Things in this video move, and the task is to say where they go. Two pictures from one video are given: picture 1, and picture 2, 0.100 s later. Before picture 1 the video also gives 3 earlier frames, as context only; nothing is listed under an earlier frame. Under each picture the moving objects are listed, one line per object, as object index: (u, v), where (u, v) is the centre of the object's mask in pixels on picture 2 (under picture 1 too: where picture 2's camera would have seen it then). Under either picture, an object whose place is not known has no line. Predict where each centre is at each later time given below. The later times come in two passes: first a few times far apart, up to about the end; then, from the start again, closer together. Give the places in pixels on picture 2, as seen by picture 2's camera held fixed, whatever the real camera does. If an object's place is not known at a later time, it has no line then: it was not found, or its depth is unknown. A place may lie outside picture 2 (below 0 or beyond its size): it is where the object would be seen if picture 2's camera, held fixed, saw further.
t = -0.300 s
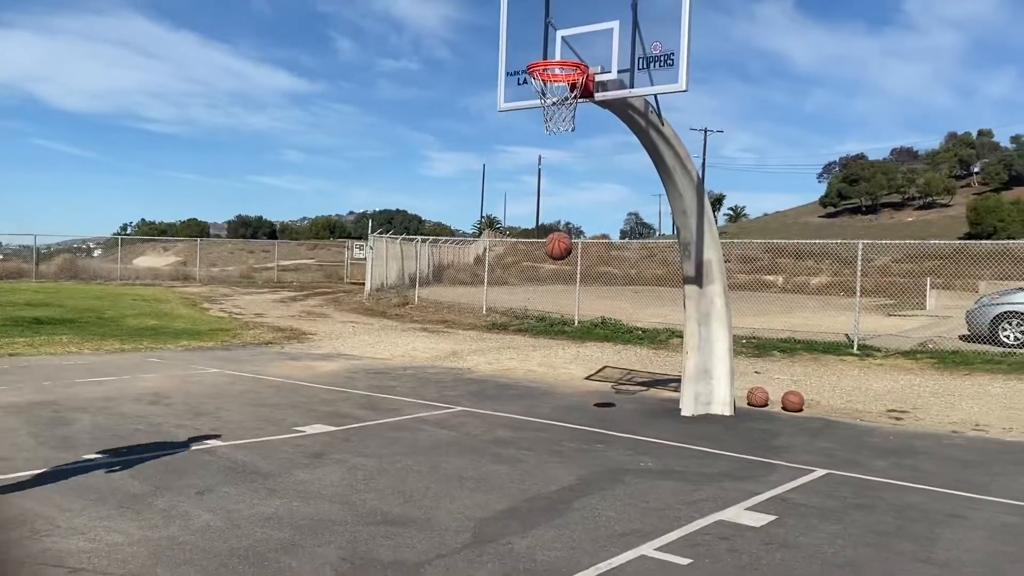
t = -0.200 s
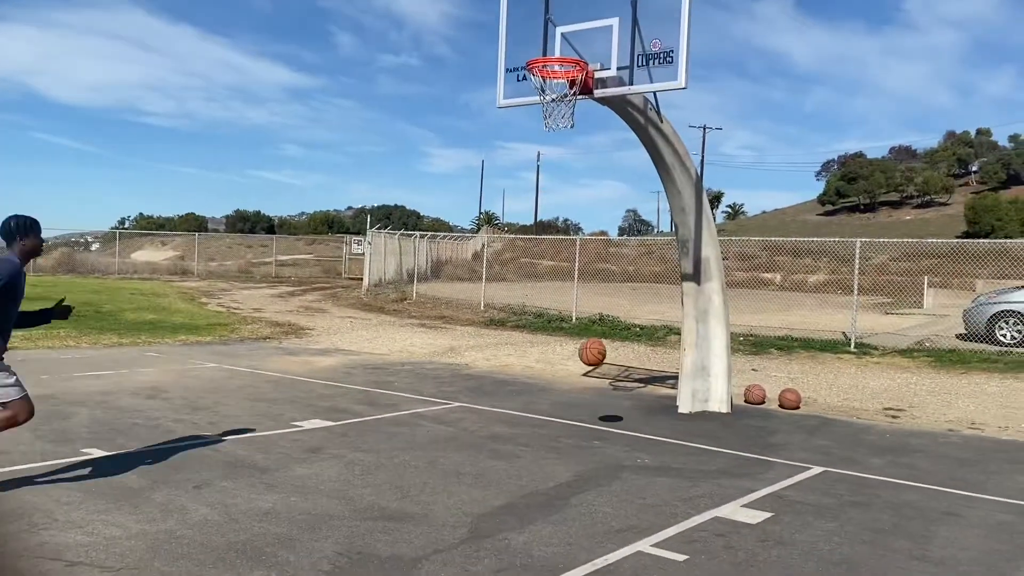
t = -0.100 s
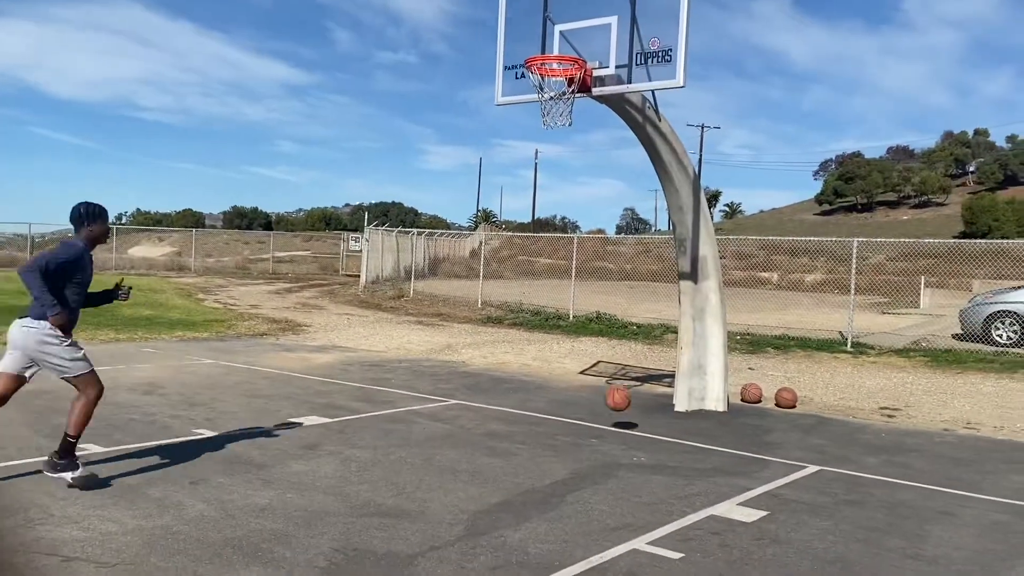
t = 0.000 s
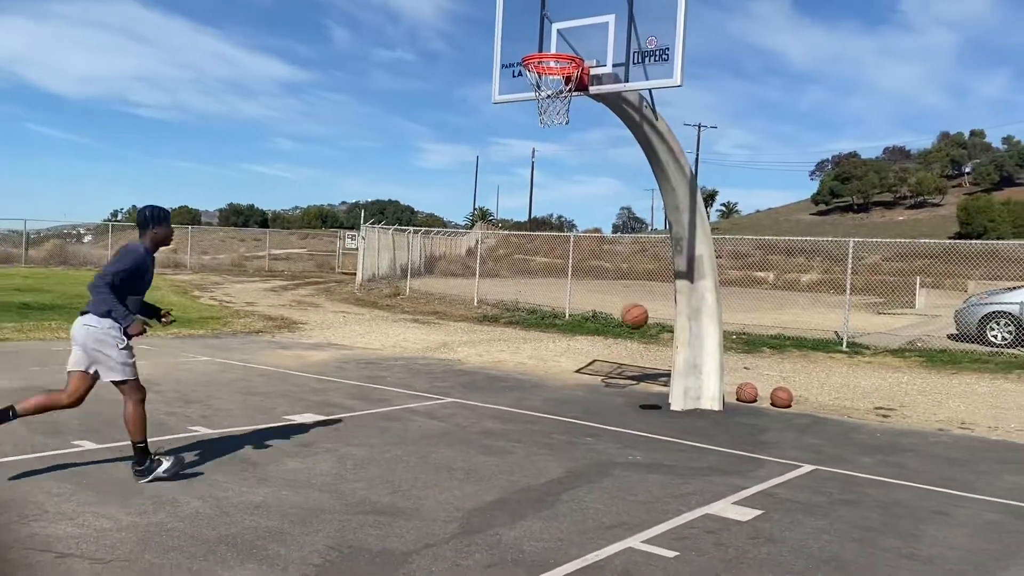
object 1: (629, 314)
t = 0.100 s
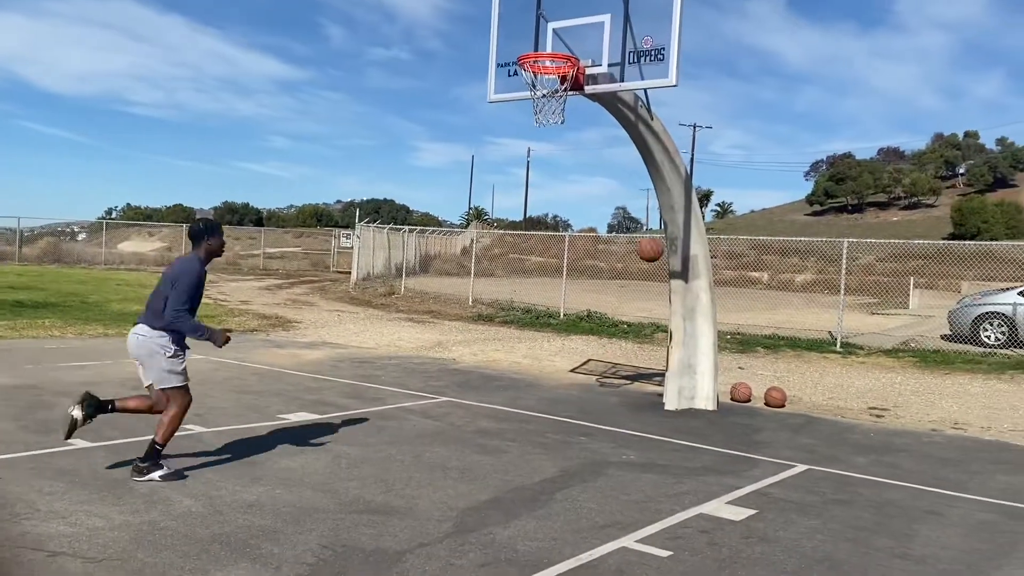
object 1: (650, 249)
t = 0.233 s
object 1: (678, 178)
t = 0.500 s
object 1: (725, 98)
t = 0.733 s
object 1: (762, 92)
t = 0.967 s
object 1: (793, 139)
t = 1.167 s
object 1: (814, 220)
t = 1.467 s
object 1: (840, 408)
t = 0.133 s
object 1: (657, 229)
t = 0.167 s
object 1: (664, 211)
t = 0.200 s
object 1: (671, 194)
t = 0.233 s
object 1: (678, 178)
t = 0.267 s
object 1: (684, 163)
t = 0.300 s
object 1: (690, 150)
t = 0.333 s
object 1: (696, 138)
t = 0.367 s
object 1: (702, 128)
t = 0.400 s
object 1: (708, 118)
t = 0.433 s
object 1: (714, 110)
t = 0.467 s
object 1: (720, 104)
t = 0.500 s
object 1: (725, 98)
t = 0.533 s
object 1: (731, 93)
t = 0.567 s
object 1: (736, 90)
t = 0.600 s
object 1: (742, 88)
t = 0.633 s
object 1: (747, 87)
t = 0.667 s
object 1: (752, 87)
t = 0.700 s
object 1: (757, 89)
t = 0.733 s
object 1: (762, 92)
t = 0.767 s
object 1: (767, 95)
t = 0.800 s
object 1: (771, 100)
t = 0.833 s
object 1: (776, 106)
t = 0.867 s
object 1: (780, 113)
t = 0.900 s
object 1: (784, 120)
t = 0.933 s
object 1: (789, 130)
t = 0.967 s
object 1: (793, 139)
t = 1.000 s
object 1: (796, 151)
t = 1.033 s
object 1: (800, 163)
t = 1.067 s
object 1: (804, 176)
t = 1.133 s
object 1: (810, 205)
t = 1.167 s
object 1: (814, 220)
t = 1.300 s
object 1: (825, 293)
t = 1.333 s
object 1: (829, 315)
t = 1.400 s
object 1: (835, 359)
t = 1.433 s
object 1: (837, 383)
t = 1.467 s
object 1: (840, 408)
